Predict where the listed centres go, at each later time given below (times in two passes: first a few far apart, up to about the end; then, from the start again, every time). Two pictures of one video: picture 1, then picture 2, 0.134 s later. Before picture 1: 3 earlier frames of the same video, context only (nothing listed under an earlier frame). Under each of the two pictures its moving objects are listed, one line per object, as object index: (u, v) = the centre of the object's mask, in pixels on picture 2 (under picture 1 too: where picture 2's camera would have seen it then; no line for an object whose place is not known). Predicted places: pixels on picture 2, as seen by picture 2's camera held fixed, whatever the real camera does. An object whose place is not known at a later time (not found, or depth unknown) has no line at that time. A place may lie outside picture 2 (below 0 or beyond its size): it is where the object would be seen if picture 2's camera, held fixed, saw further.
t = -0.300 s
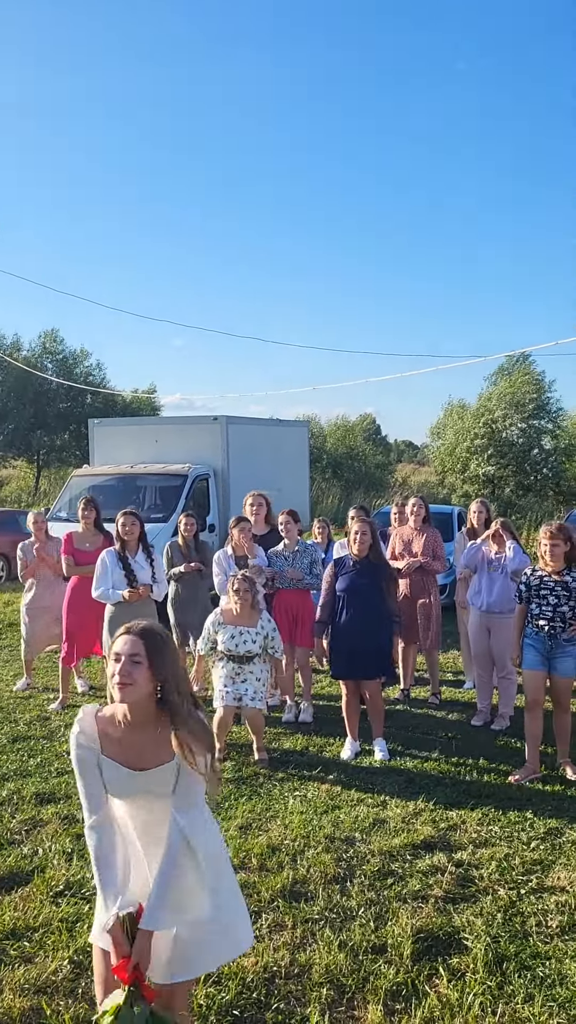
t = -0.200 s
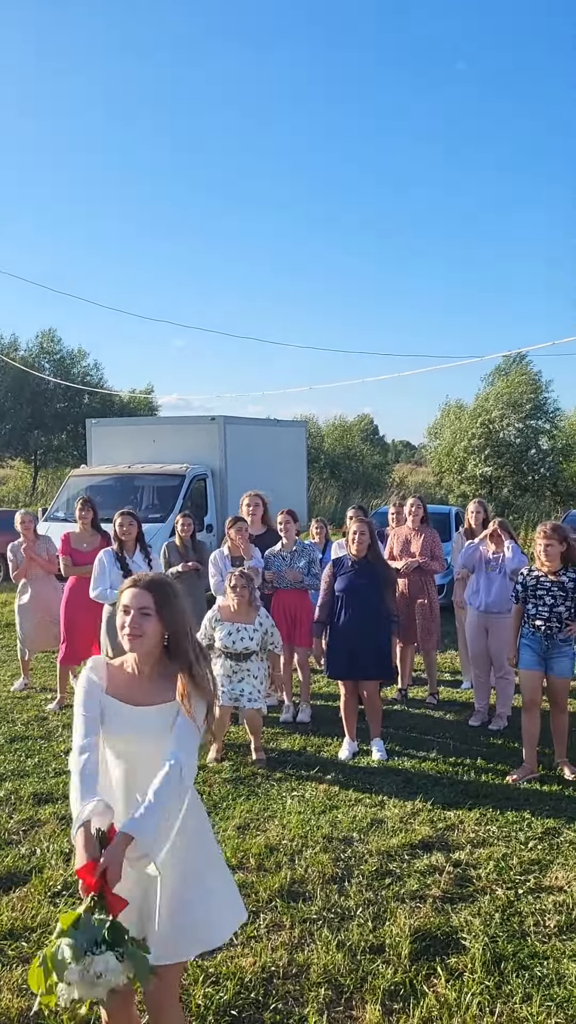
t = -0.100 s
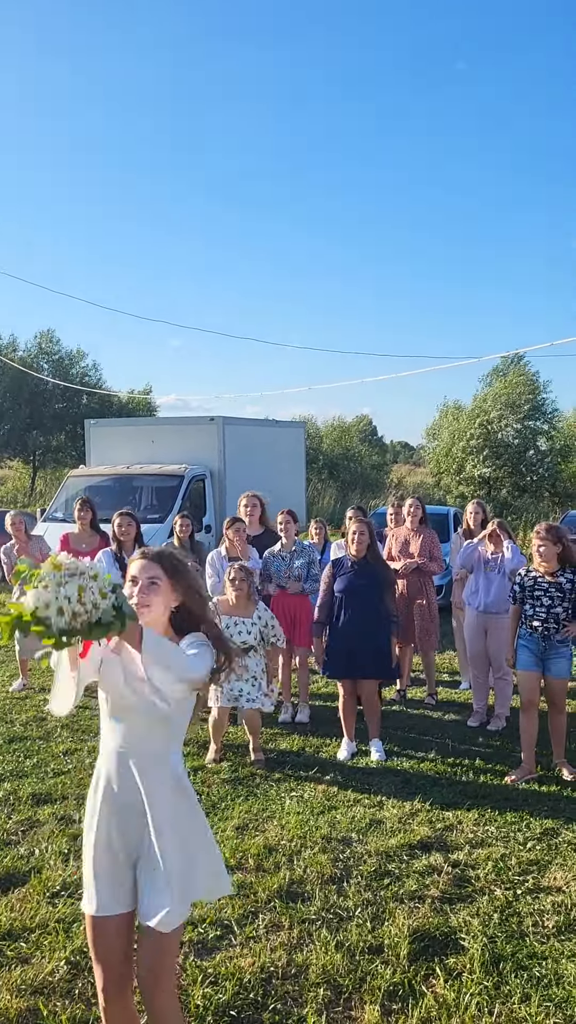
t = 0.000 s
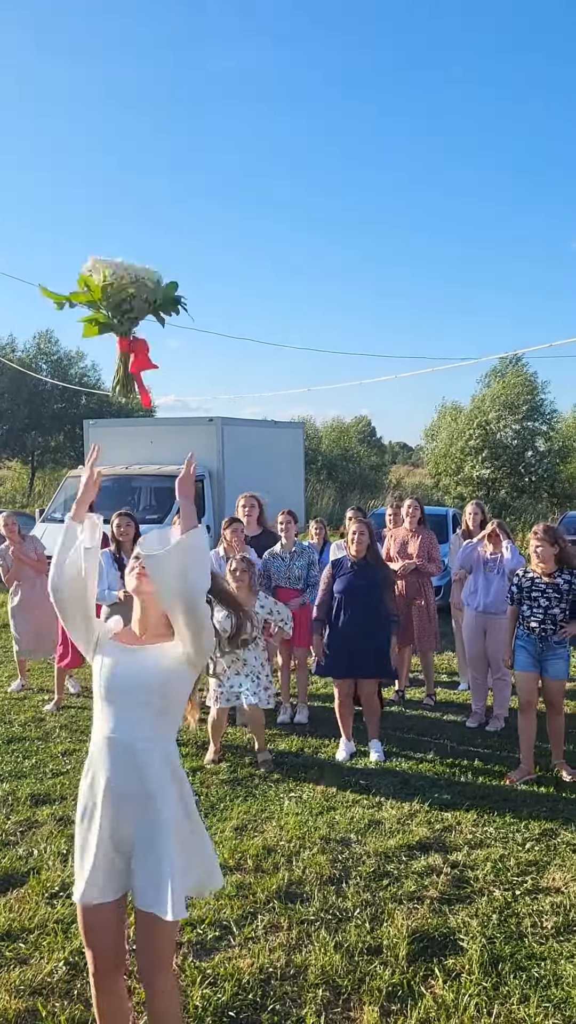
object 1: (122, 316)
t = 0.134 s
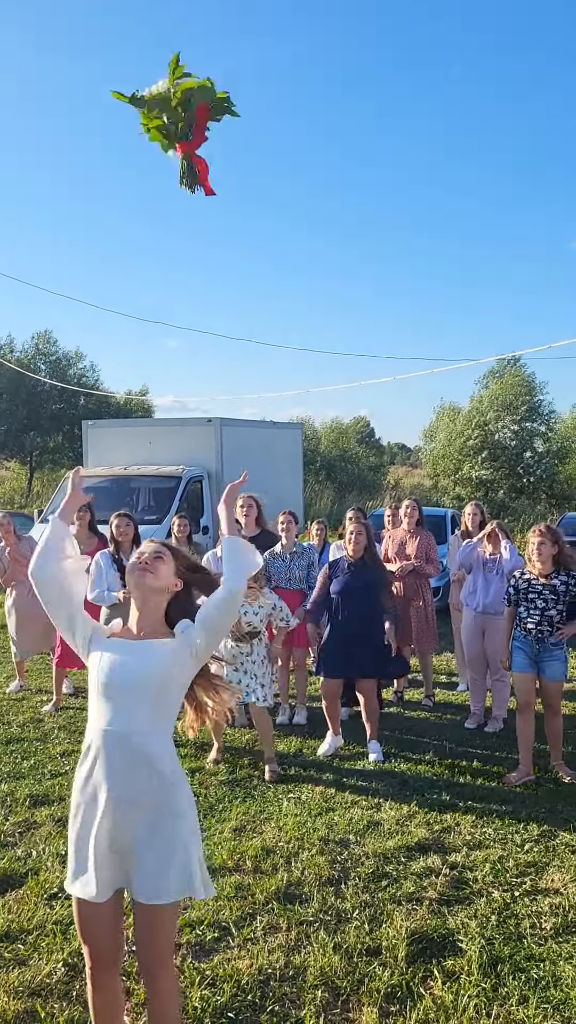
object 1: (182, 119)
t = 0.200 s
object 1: (207, 74)
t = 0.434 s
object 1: (291, 66)
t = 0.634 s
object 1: (362, 149)
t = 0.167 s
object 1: (195, 93)
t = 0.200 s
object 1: (207, 74)
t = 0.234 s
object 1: (219, 61)
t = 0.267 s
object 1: (231, 53)
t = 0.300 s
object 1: (243, 49)
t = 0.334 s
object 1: (255, 48)
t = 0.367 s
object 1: (267, 52)
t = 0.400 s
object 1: (278, 57)
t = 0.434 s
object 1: (291, 66)
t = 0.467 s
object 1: (303, 75)
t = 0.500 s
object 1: (315, 88)
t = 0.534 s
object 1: (327, 101)
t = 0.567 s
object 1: (338, 116)
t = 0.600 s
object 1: (351, 132)
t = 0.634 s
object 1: (362, 149)
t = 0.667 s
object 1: (373, 167)
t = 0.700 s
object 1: (384, 186)
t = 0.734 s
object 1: (394, 205)
